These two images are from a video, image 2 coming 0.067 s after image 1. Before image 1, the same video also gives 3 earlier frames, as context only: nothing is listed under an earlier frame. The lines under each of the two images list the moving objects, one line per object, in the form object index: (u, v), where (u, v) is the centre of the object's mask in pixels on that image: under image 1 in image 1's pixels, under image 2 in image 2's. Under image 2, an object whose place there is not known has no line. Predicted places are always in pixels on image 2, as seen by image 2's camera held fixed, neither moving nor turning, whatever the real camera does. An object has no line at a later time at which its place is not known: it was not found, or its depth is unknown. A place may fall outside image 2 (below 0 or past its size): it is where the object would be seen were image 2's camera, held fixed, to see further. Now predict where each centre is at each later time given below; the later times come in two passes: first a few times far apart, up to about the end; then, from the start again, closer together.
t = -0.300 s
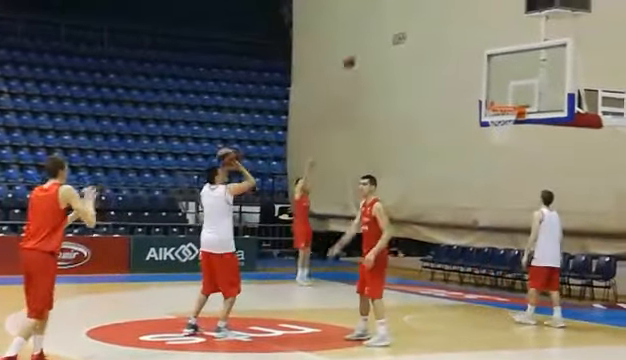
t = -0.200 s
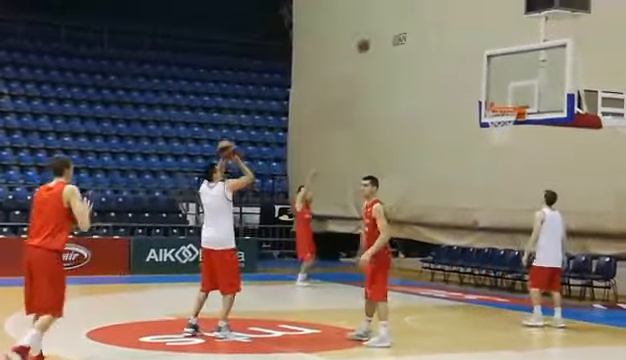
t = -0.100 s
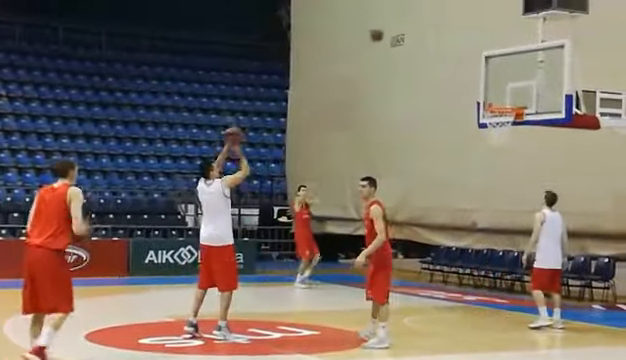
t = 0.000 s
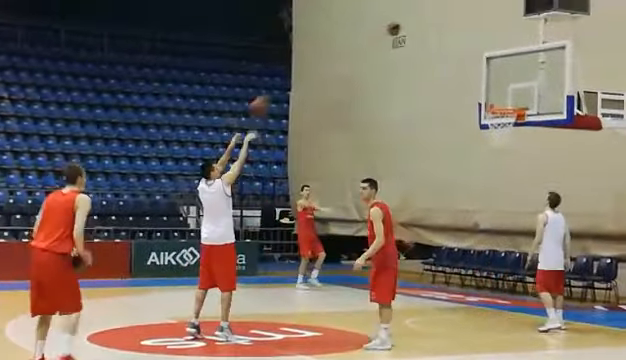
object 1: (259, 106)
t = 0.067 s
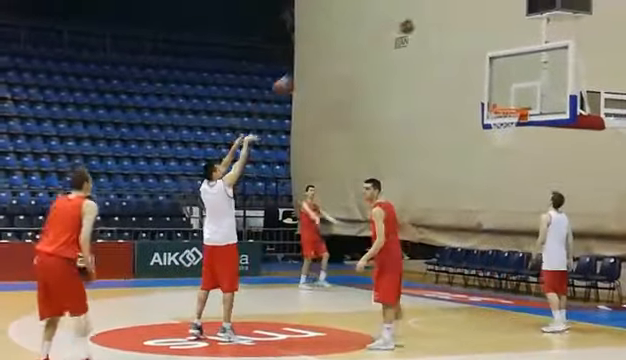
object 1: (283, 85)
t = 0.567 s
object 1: (424, 46)
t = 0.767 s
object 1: (473, 78)
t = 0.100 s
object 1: (293, 79)
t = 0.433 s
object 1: (391, 39)
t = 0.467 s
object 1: (399, 39)
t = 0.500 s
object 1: (406, 40)
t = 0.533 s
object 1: (415, 42)
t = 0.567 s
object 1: (424, 46)
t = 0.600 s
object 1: (433, 49)
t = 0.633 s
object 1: (442, 53)
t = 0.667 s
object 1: (450, 59)
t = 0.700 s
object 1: (457, 65)
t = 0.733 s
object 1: (466, 71)
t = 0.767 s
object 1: (473, 78)
